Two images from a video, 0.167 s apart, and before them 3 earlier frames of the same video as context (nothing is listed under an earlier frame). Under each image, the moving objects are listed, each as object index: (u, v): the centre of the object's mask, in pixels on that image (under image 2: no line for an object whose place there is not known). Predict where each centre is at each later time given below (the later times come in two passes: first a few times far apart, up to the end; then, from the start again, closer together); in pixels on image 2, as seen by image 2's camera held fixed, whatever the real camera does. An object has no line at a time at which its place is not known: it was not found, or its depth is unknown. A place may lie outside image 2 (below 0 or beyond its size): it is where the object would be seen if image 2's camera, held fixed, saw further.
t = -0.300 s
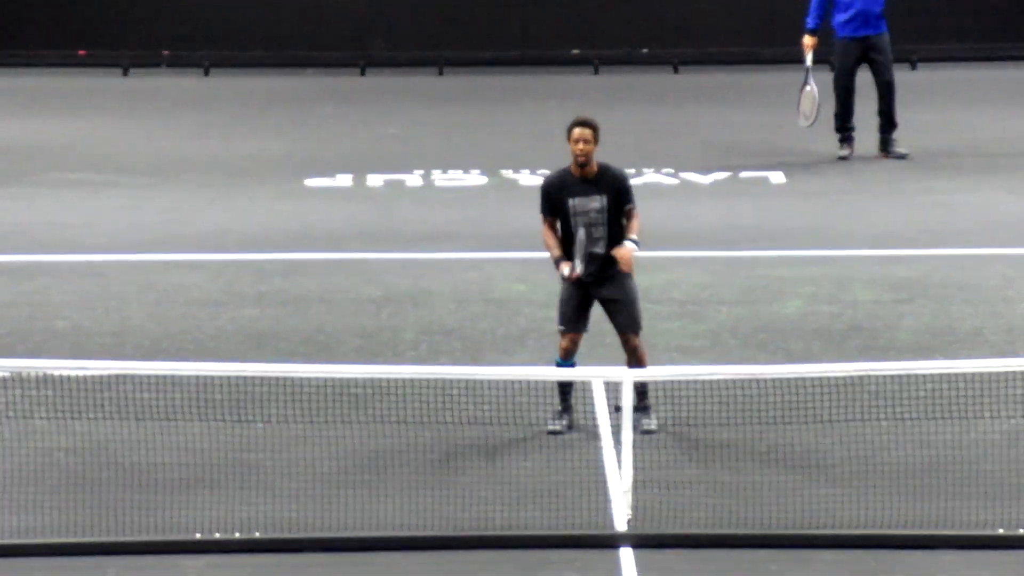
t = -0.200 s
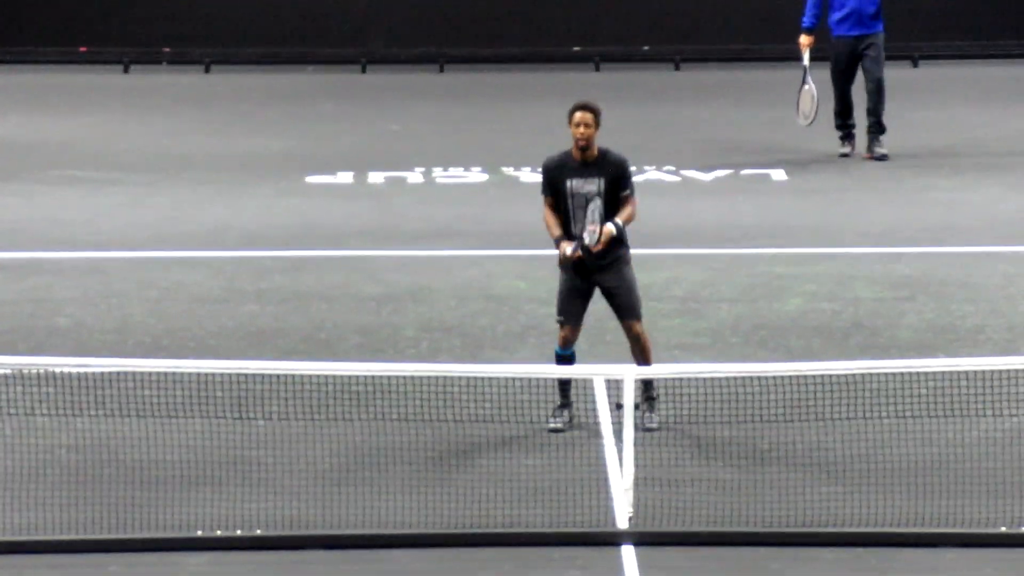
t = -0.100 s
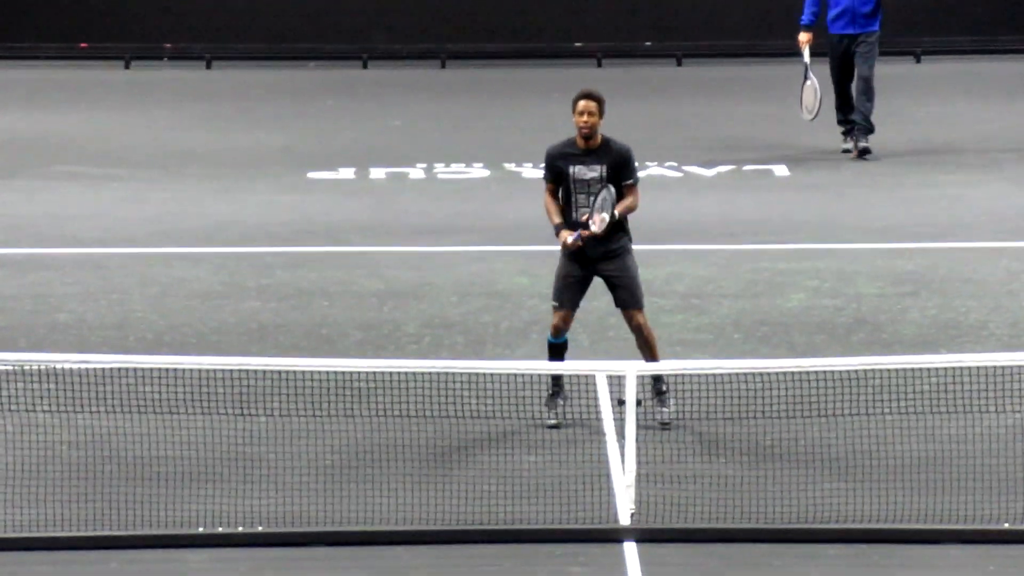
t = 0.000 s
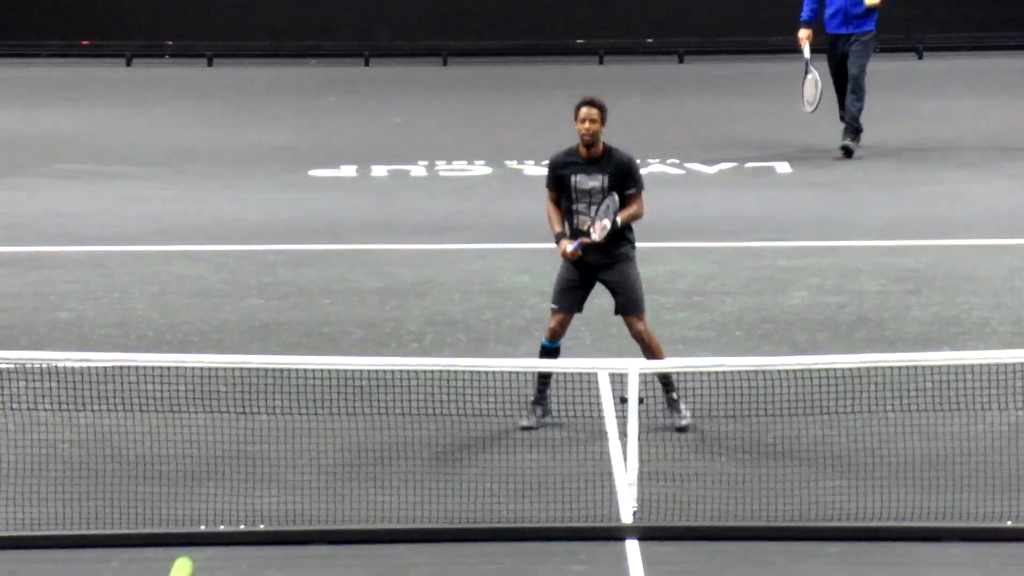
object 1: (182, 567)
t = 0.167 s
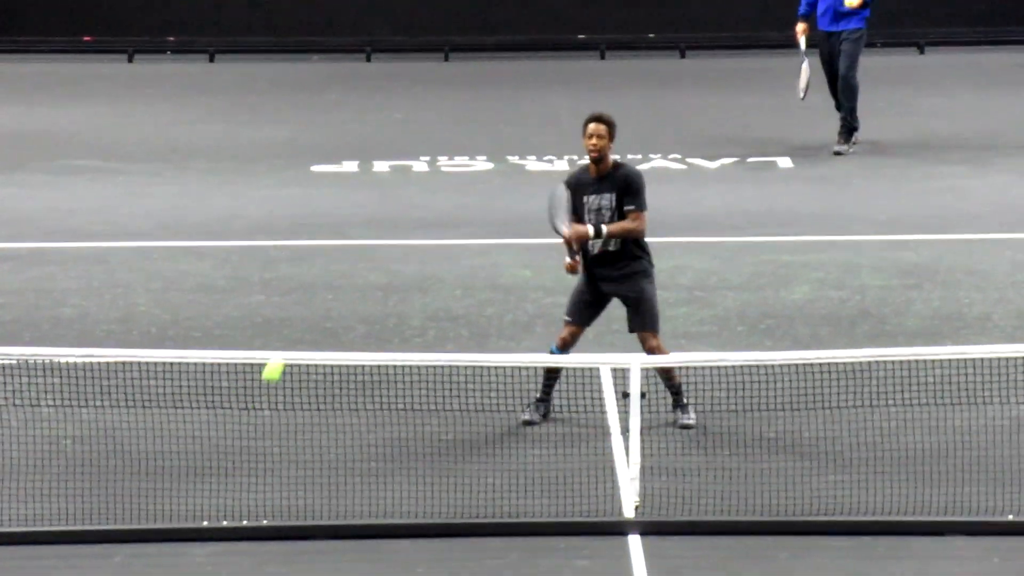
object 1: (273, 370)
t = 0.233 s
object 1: (303, 314)
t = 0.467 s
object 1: (389, 208)
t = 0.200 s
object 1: (289, 340)
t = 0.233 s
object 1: (303, 314)
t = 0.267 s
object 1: (317, 291)
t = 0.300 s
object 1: (330, 271)
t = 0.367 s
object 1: (356, 239)
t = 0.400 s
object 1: (367, 227)
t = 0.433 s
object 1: (378, 216)
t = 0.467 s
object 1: (389, 208)
